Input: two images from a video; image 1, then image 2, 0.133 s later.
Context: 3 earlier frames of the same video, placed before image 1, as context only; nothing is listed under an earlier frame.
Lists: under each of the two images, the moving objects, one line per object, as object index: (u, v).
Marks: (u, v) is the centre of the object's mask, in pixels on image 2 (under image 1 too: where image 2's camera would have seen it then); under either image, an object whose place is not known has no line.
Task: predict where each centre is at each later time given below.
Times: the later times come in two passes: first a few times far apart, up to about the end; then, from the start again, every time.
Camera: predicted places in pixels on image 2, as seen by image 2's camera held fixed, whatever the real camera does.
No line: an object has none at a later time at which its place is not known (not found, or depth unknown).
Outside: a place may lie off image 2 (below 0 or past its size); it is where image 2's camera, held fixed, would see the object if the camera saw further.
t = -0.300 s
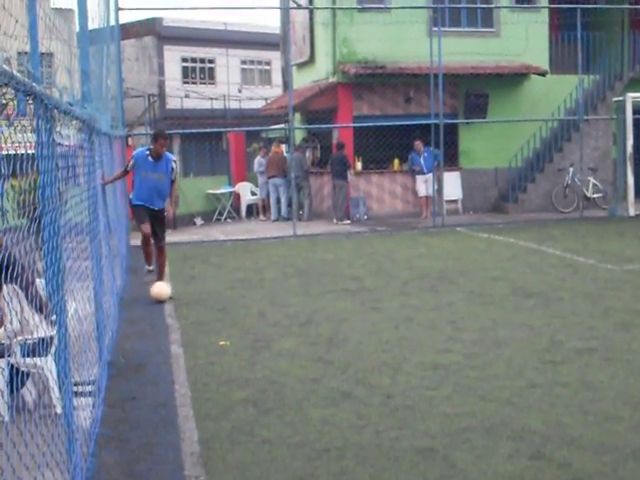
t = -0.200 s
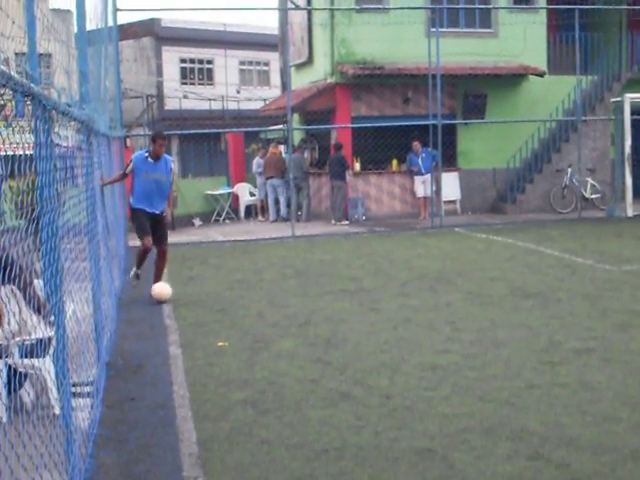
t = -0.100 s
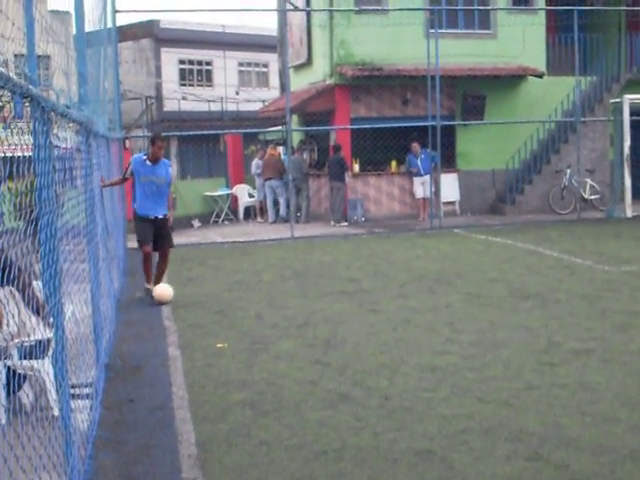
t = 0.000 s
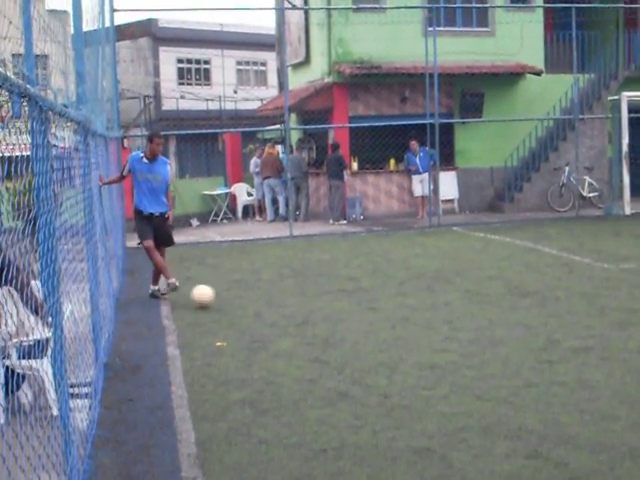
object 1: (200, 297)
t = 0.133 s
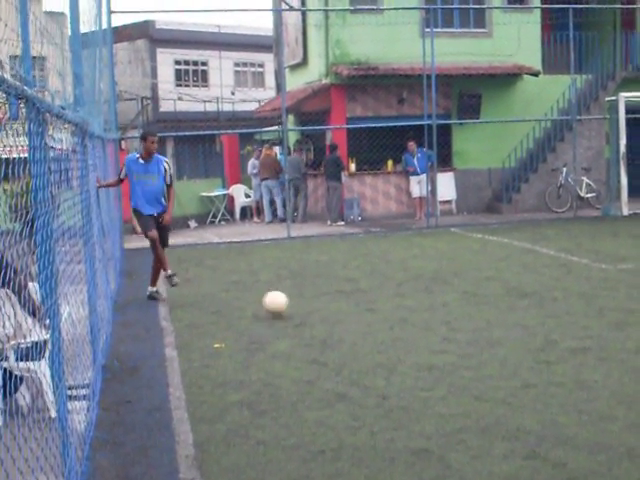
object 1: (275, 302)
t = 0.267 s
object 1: (356, 314)
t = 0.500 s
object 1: (492, 328)
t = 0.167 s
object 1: (295, 304)
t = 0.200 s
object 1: (315, 309)
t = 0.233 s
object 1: (336, 312)
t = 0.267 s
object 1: (356, 314)
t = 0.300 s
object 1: (376, 316)
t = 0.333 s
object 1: (396, 318)
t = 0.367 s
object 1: (416, 320)
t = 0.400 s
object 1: (435, 321)
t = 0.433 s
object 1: (454, 322)
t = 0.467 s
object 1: (474, 326)
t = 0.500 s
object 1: (492, 328)
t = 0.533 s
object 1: (510, 328)
